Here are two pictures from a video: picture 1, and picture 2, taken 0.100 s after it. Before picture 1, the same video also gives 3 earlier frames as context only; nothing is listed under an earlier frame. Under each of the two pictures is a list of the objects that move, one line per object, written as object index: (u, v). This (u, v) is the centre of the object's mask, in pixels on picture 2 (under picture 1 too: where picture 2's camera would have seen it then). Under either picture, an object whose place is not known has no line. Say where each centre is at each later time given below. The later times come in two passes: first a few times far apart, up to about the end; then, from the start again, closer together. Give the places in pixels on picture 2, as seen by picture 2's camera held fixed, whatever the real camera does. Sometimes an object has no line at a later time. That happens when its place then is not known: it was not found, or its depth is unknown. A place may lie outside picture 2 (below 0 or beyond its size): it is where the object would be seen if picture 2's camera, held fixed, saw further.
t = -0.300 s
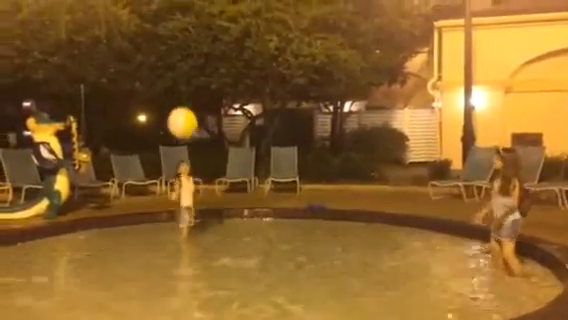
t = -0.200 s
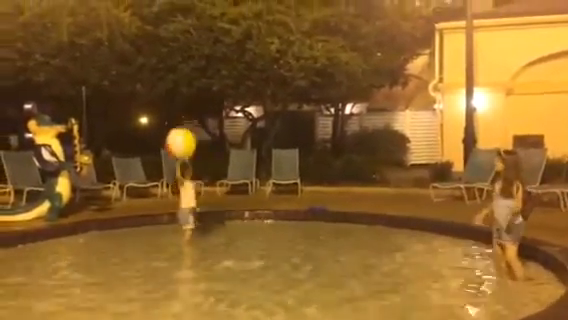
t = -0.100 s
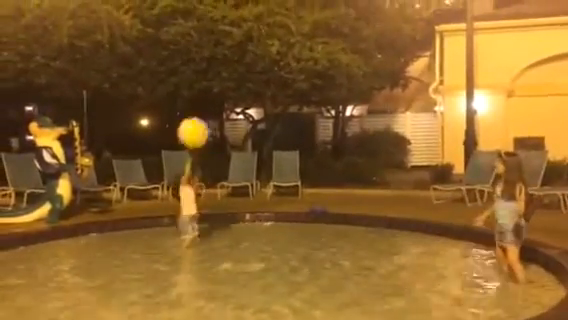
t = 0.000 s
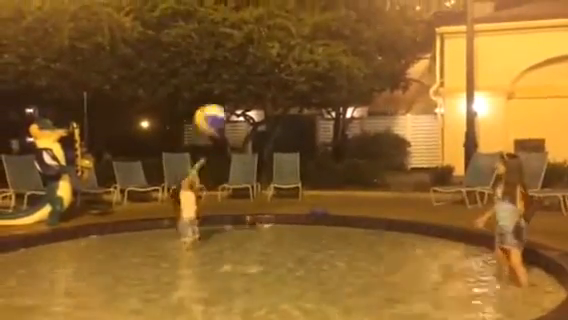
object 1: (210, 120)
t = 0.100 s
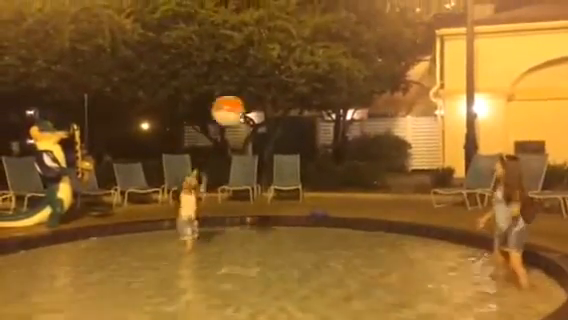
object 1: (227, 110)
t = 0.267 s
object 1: (254, 111)
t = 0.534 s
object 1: (288, 151)
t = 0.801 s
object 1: (312, 235)
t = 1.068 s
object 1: (322, 253)
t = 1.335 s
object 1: (325, 254)
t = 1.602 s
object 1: (331, 253)
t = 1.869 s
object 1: (336, 253)
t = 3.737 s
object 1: (337, 248)
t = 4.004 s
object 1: (334, 247)
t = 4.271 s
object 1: (333, 246)
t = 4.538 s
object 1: (332, 247)
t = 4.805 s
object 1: (329, 247)
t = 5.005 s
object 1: (327, 248)
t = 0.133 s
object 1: (233, 110)
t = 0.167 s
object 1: (238, 108)
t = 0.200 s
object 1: (244, 108)
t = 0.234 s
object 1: (249, 109)
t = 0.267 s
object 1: (254, 111)
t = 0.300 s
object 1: (259, 114)
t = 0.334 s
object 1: (263, 117)
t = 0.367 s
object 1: (268, 120)
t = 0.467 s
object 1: (281, 135)
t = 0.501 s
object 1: (284, 142)
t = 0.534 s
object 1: (288, 151)
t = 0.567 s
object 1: (291, 157)
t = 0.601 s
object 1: (295, 168)
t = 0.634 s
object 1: (298, 177)
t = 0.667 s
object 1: (301, 188)
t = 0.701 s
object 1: (304, 200)
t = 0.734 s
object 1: (306, 211)
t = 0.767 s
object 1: (308, 221)
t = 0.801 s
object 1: (312, 235)
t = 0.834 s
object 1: (315, 250)
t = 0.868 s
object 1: (318, 254)
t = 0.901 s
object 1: (318, 255)
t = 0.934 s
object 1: (319, 256)
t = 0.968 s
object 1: (320, 256)
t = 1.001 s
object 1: (320, 254)
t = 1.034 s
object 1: (321, 254)
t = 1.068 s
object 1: (322, 253)
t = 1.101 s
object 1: (322, 252)
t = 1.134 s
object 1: (323, 252)
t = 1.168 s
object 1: (323, 252)
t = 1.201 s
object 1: (323, 252)
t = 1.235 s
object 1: (324, 252)
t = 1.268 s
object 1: (324, 252)
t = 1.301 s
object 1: (325, 253)
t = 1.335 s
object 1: (325, 254)
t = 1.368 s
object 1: (325, 253)
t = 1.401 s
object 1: (326, 253)
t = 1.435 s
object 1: (326, 253)
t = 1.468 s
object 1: (327, 252)
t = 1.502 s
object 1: (327, 252)
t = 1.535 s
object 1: (328, 252)
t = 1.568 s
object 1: (328, 252)
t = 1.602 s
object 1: (331, 253)
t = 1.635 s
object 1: (332, 254)
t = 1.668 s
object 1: (332, 253)
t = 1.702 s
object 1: (333, 253)
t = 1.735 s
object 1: (333, 254)
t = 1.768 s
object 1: (334, 253)
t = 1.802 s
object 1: (334, 253)
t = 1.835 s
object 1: (336, 253)
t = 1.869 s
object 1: (336, 253)
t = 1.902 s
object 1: (337, 253)
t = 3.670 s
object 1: (336, 248)
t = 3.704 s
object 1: (337, 248)
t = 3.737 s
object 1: (337, 248)
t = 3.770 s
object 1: (336, 248)
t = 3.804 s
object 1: (336, 248)
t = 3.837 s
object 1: (337, 248)
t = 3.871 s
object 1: (335, 248)
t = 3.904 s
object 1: (335, 248)
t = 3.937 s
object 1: (334, 247)
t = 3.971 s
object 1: (334, 248)
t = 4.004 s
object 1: (334, 247)
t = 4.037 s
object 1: (334, 247)
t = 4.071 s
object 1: (334, 247)
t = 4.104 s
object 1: (334, 247)
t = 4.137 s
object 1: (334, 246)
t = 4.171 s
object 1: (333, 246)
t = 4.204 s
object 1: (333, 247)
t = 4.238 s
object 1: (333, 247)
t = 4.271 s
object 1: (333, 246)
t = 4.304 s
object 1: (332, 247)
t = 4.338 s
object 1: (332, 247)
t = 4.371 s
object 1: (332, 247)
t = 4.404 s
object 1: (332, 248)
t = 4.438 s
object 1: (332, 248)
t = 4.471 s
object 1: (332, 247)
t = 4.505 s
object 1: (332, 248)
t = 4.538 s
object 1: (332, 247)
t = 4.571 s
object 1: (331, 247)
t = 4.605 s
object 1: (331, 248)
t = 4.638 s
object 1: (331, 248)
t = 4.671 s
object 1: (330, 247)
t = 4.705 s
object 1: (330, 246)
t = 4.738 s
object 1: (330, 247)
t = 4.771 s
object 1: (329, 247)
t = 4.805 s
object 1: (329, 247)
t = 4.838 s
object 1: (329, 248)
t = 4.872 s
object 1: (328, 248)
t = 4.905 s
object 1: (328, 248)
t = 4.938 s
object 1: (328, 248)
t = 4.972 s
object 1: (327, 248)
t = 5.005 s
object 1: (327, 248)
